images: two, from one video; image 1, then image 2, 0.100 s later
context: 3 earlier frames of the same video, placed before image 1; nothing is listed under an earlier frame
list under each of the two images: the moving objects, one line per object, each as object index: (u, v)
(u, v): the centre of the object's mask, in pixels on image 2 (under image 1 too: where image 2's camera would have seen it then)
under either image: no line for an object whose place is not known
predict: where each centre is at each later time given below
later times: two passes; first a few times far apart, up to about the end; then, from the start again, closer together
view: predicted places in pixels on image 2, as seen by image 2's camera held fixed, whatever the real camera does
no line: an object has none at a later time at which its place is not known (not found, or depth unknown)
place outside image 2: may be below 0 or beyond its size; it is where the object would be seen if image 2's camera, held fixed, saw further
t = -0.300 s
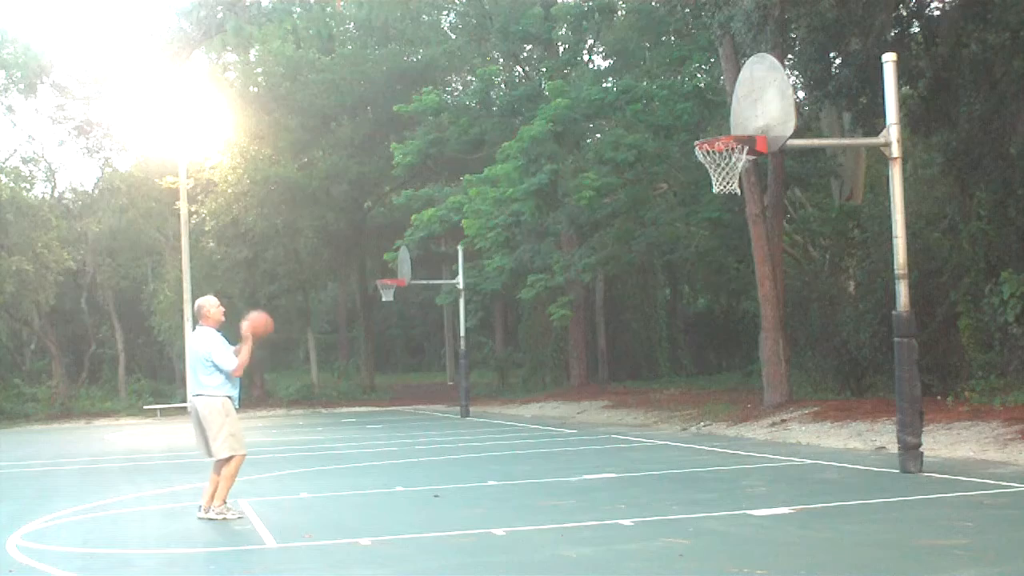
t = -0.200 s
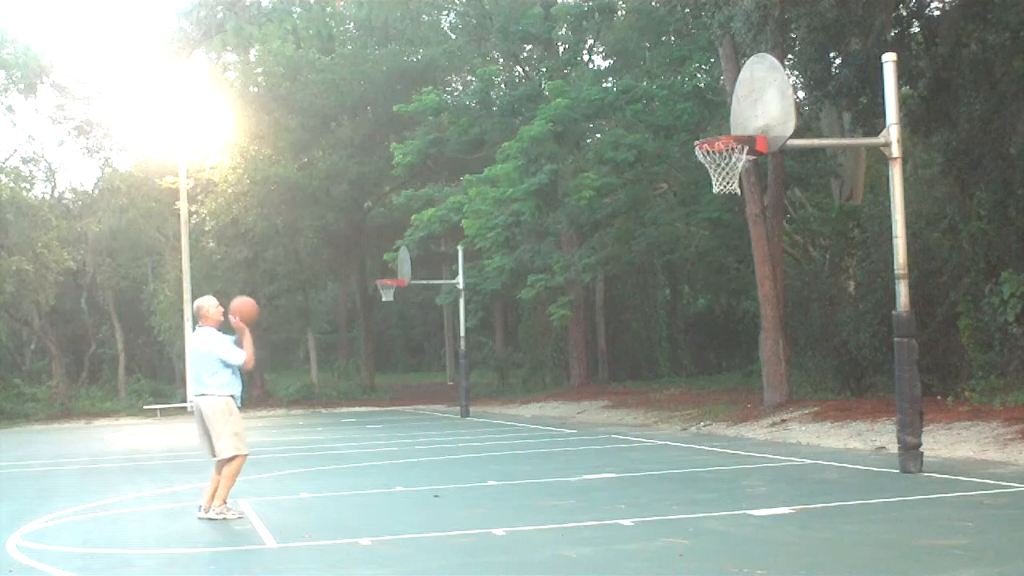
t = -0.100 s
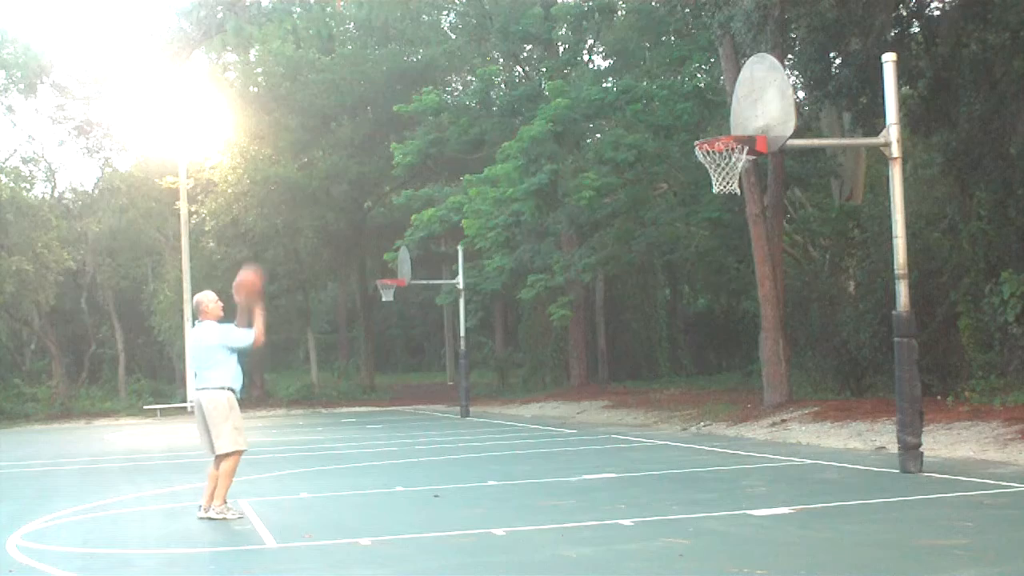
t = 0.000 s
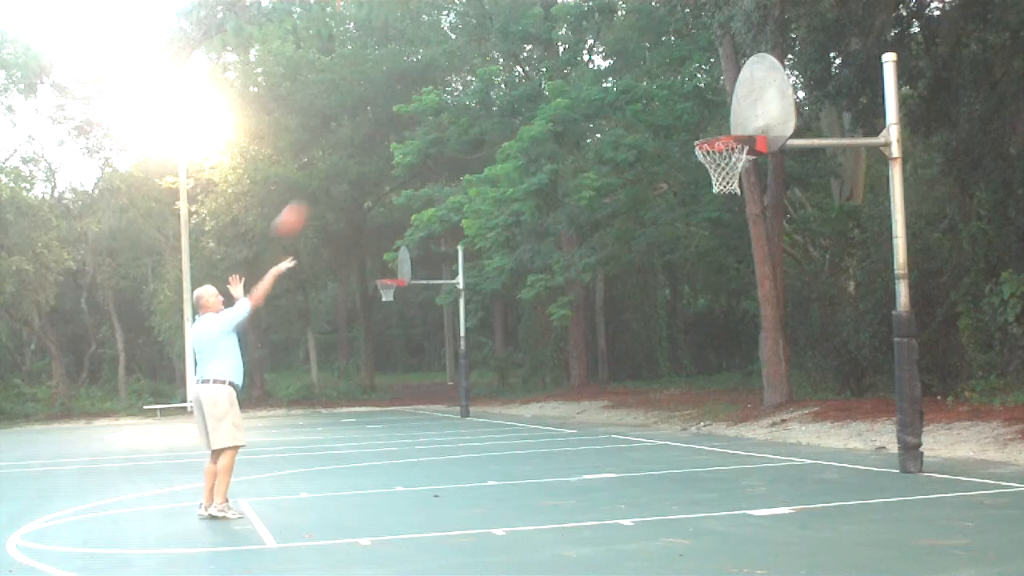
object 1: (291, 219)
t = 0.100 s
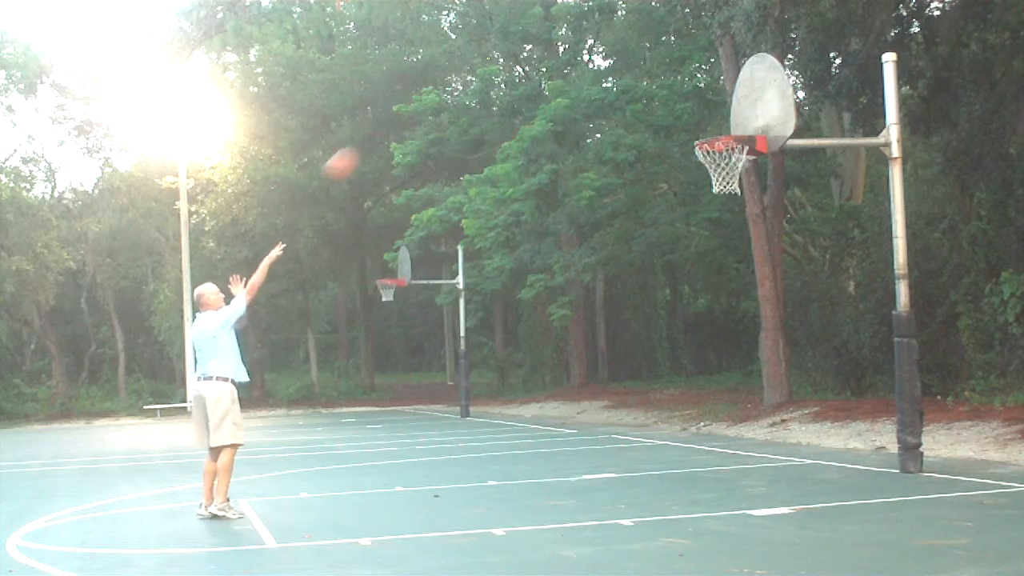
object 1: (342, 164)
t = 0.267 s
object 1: (424, 98)
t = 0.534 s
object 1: (553, 58)
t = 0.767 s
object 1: (663, 86)
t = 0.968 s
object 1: (728, 108)
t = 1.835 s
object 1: (783, 225)
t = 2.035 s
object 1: (805, 407)
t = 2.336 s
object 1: (825, 341)
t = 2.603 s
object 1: (844, 237)
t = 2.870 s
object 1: (869, 230)
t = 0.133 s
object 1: (360, 148)
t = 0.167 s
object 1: (376, 134)
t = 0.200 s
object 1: (392, 121)
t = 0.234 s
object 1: (408, 109)
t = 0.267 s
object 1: (424, 98)
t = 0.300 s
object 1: (441, 89)
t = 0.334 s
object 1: (457, 80)
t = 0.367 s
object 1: (474, 74)
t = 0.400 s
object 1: (489, 68)
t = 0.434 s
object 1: (505, 64)
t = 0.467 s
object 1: (522, 61)
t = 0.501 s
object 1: (538, 59)
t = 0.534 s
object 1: (553, 58)
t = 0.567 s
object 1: (568, 59)
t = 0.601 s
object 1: (583, 61)
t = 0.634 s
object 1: (601, 63)
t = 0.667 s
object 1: (618, 67)
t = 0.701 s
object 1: (632, 72)
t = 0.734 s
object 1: (647, 78)
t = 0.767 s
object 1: (663, 86)
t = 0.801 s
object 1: (678, 95)
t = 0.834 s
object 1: (693, 103)
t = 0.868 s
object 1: (709, 115)
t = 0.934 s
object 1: (727, 120)
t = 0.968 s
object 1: (728, 108)
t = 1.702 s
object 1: (770, 141)
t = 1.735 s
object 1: (774, 161)
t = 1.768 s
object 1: (776, 179)
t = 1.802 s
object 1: (780, 201)
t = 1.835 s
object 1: (783, 225)
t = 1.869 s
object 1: (786, 251)
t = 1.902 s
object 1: (790, 281)
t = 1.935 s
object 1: (793, 309)
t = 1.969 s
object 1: (797, 342)
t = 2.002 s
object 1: (800, 373)
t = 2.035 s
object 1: (805, 407)
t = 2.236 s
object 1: (820, 400)
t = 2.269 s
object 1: (821, 380)
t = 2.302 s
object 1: (824, 362)
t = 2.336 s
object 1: (825, 341)
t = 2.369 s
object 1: (827, 324)
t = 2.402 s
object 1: (830, 307)
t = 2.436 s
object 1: (832, 291)
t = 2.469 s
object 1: (834, 278)
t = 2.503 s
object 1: (836, 265)
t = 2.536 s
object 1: (838, 254)
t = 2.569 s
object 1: (842, 245)
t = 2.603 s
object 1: (844, 237)
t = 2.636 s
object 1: (847, 230)
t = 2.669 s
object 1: (850, 226)
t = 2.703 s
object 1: (853, 223)
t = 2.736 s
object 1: (856, 221)
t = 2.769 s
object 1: (859, 222)
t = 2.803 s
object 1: (862, 222)
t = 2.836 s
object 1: (866, 225)
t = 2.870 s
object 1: (869, 230)
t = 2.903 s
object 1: (872, 237)
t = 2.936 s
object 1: (877, 245)
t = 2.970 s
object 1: (880, 255)
